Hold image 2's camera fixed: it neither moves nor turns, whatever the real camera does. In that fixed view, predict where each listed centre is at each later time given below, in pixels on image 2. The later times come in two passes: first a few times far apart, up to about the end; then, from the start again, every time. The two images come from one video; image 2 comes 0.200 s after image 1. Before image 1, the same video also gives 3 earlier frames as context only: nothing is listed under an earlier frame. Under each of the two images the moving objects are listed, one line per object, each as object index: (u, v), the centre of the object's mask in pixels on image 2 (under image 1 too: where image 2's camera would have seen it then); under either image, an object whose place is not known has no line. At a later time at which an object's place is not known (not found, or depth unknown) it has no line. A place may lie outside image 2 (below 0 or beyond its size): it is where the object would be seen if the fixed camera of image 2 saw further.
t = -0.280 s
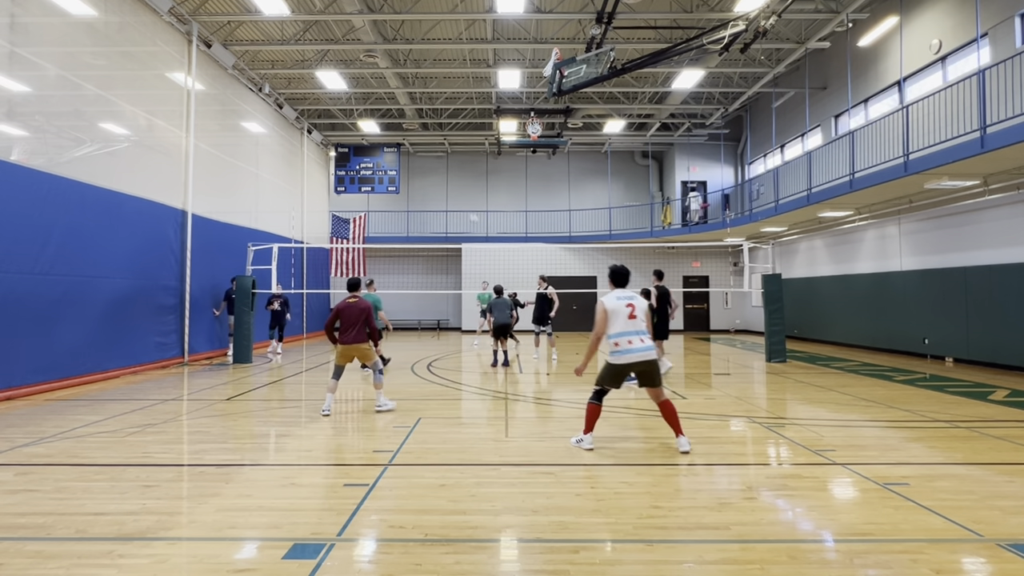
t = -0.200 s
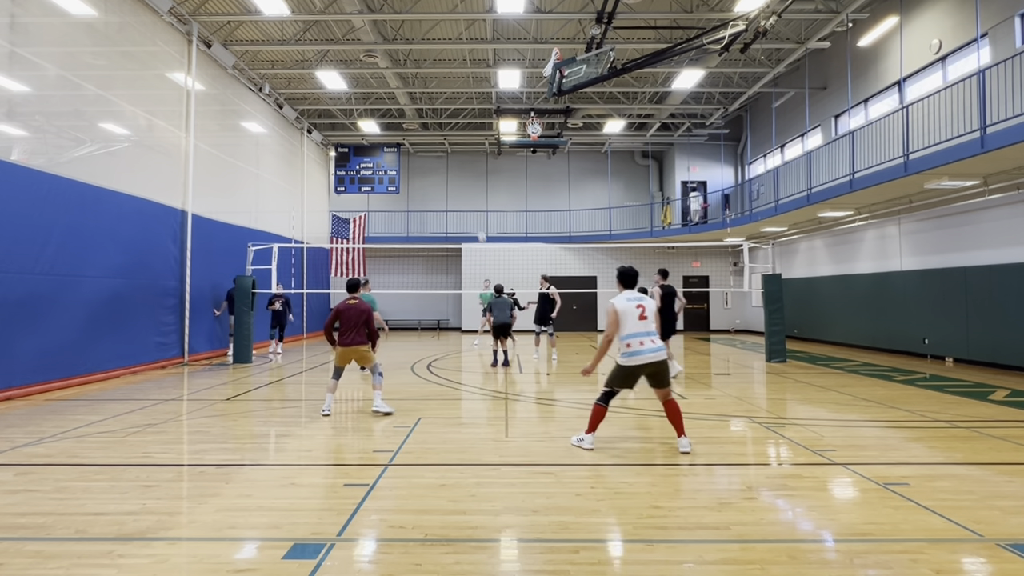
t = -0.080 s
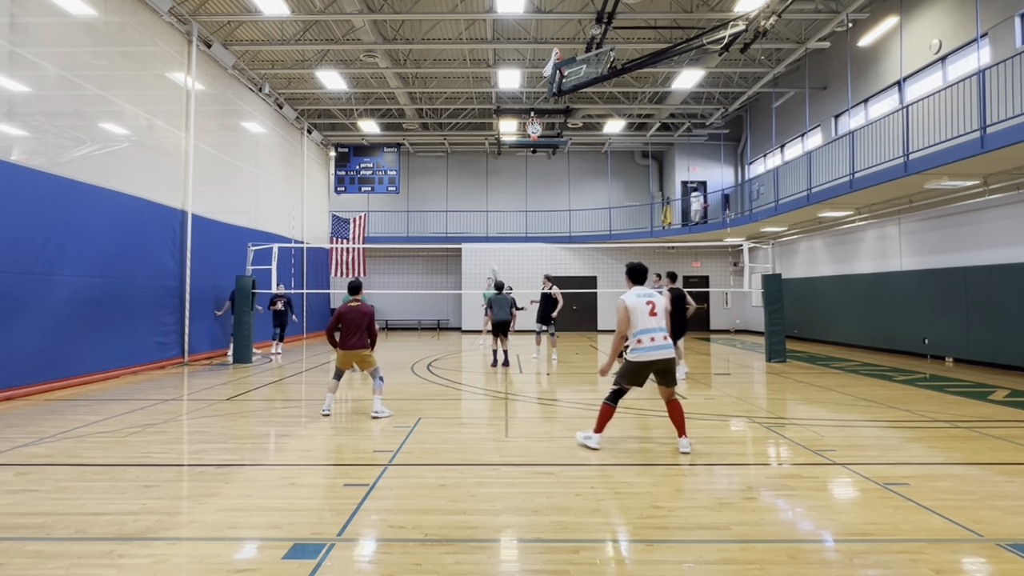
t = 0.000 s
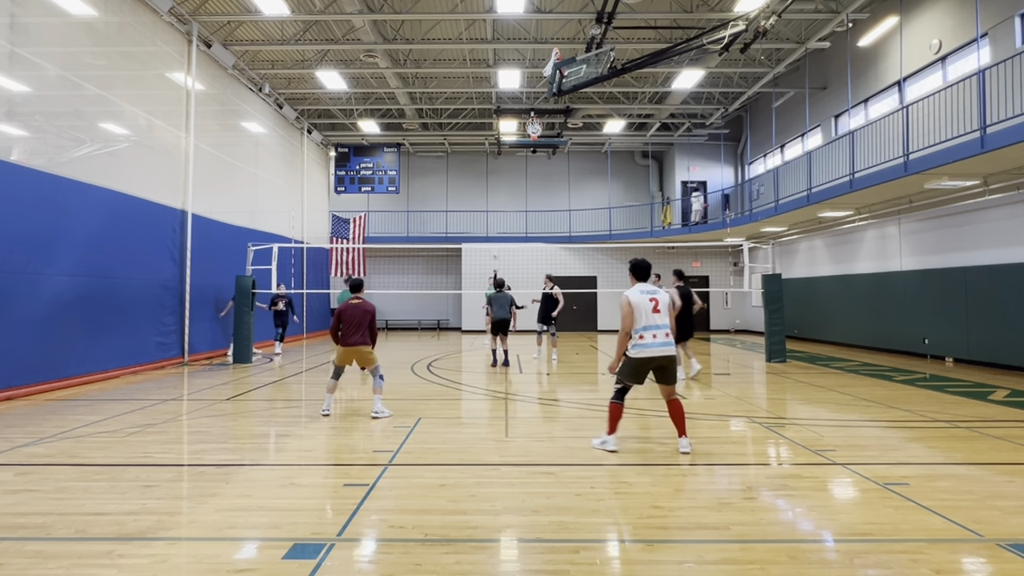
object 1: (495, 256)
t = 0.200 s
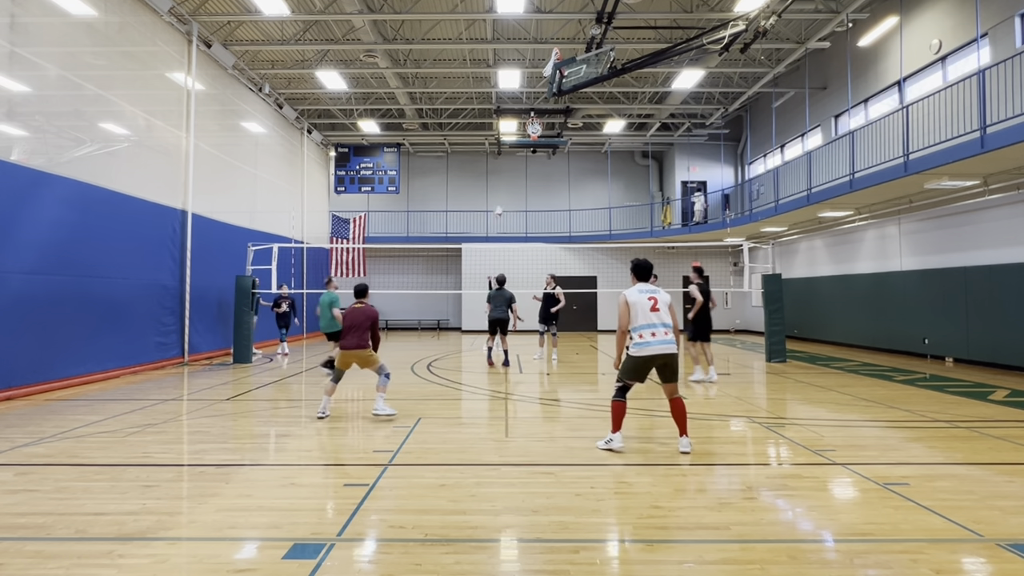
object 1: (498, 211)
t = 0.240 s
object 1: (498, 204)
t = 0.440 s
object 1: (503, 176)
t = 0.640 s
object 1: (511, 165)
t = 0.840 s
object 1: (524, 178)
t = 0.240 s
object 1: (498, 204)
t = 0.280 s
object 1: (499, 197)
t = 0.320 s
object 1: (500, 191)
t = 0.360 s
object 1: (501, 186)
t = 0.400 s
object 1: (502, 181)
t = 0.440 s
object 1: (503, 176)
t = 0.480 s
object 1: (505, 173)
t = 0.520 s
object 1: (506, 170)
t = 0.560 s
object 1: (508, 167)
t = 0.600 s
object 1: (509, 166)
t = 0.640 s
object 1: (511, 165)
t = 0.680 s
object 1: (513, 166)
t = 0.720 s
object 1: (516, 167)
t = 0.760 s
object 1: (518, 170)
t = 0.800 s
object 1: (521, 174)
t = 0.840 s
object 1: (524, 178)
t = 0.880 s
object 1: (527, 187)
